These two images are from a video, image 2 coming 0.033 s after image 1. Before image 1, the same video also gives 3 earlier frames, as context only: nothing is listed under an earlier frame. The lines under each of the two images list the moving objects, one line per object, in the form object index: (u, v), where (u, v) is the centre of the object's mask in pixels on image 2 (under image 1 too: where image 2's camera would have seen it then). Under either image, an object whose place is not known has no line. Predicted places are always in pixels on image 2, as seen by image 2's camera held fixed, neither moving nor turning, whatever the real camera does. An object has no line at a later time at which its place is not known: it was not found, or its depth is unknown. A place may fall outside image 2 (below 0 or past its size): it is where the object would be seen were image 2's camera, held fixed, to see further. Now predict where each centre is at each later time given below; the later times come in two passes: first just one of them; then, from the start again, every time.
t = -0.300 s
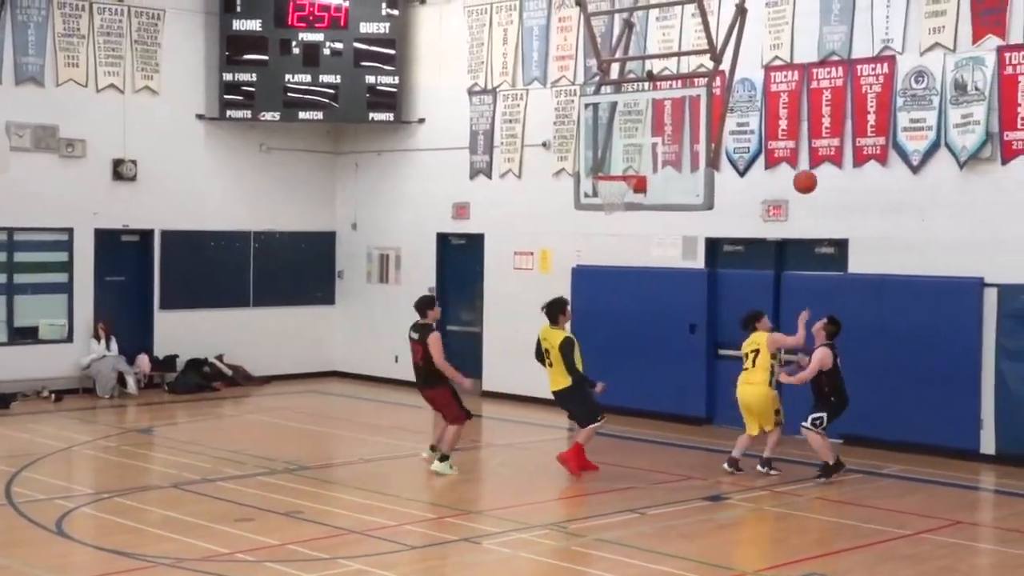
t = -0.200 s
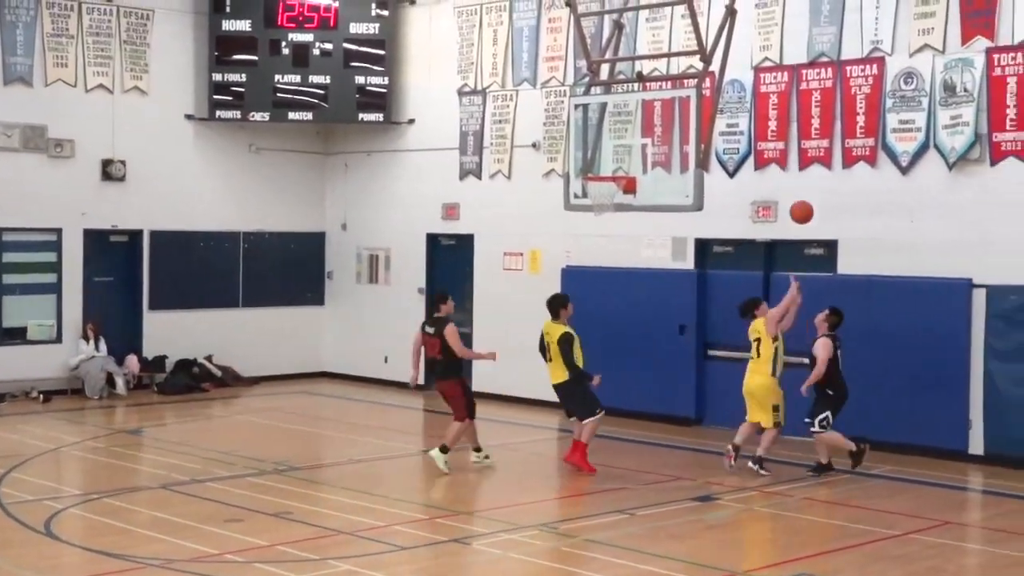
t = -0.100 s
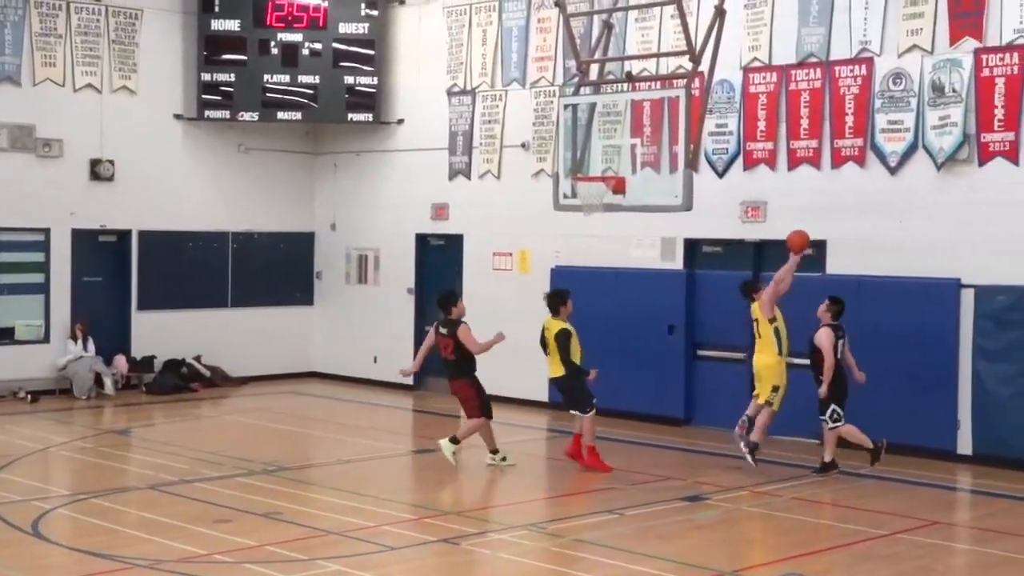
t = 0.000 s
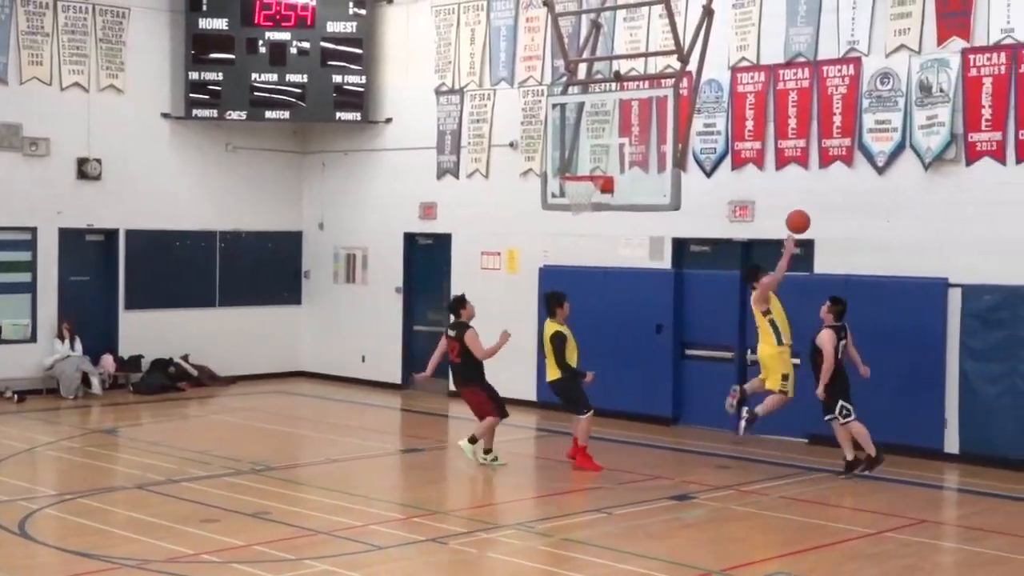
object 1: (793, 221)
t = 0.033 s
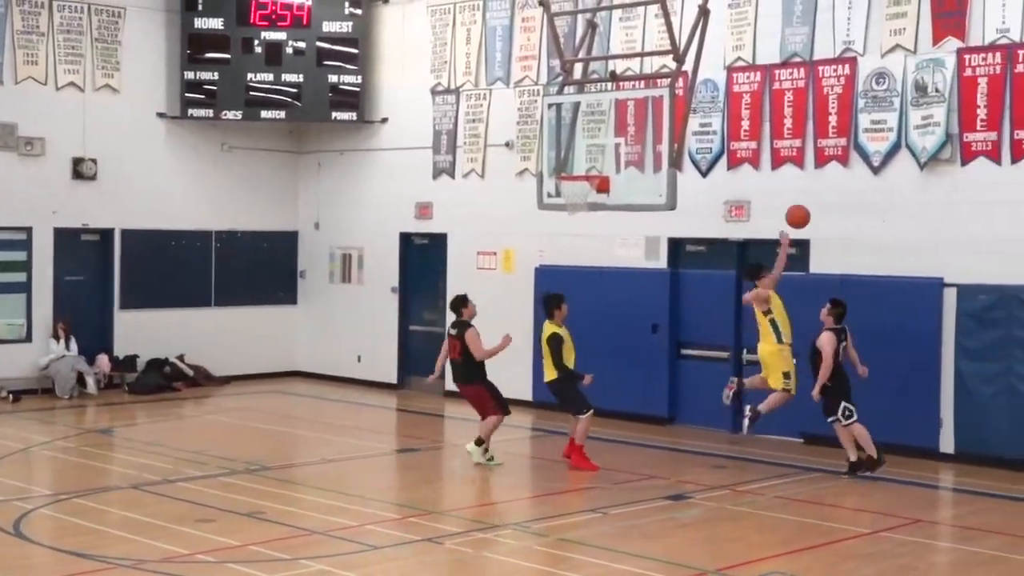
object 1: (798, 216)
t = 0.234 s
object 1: (824, 208)
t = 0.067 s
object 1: (802, 212)
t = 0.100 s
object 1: (806, 209)
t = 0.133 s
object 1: (810, 207)
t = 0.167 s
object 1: (815, 206)
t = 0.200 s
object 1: (819, 207)
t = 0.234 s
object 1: (824, 208)
